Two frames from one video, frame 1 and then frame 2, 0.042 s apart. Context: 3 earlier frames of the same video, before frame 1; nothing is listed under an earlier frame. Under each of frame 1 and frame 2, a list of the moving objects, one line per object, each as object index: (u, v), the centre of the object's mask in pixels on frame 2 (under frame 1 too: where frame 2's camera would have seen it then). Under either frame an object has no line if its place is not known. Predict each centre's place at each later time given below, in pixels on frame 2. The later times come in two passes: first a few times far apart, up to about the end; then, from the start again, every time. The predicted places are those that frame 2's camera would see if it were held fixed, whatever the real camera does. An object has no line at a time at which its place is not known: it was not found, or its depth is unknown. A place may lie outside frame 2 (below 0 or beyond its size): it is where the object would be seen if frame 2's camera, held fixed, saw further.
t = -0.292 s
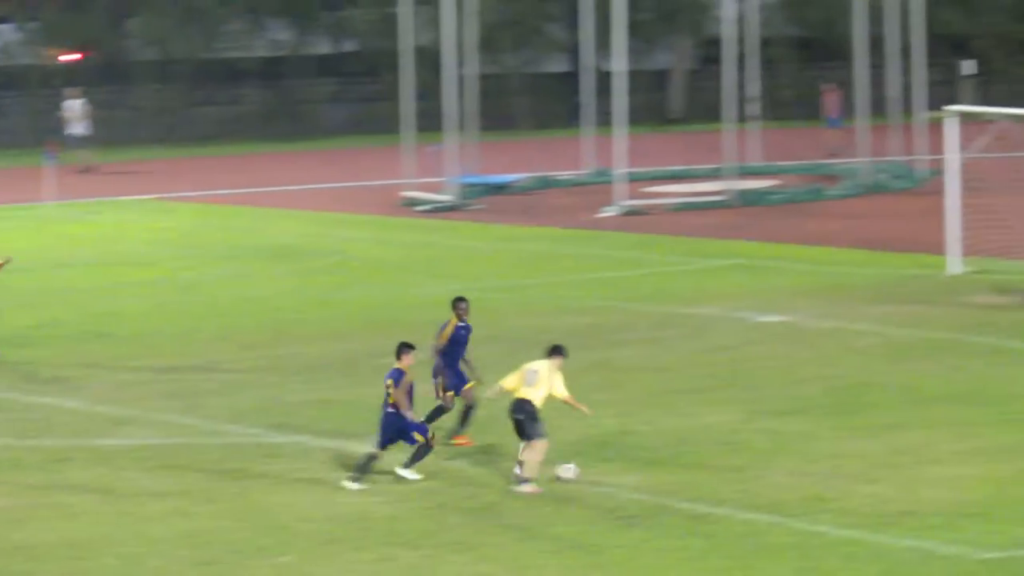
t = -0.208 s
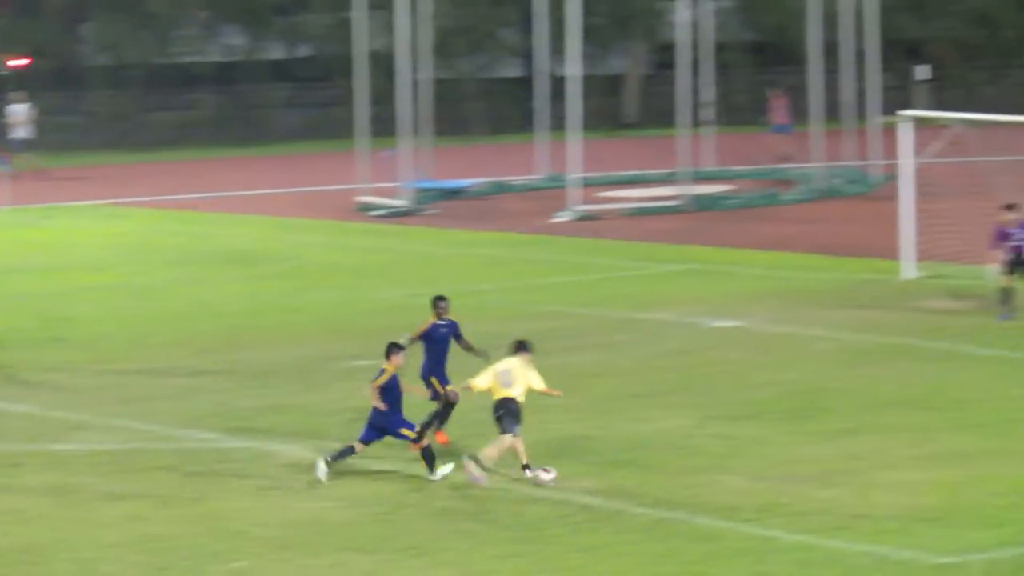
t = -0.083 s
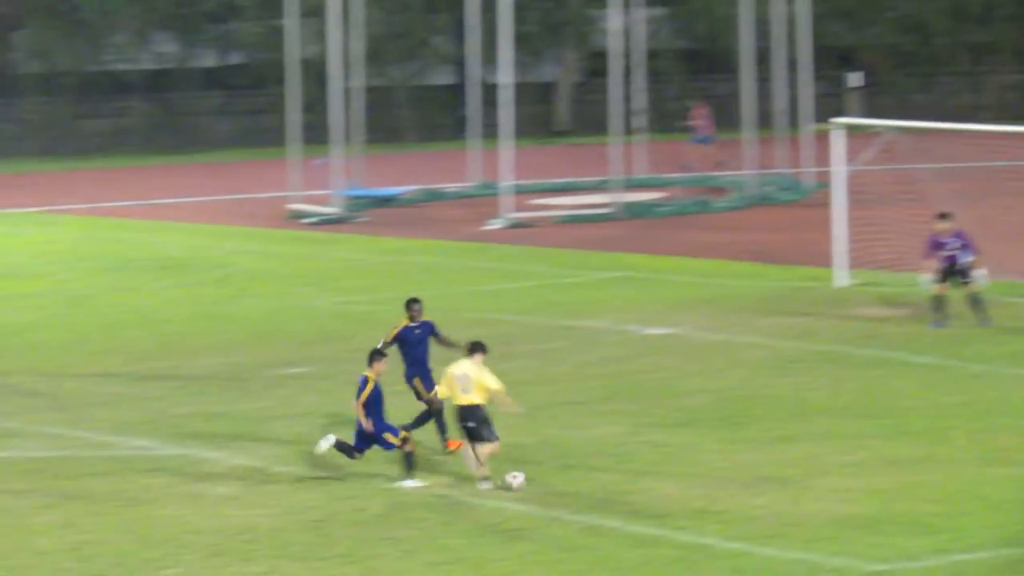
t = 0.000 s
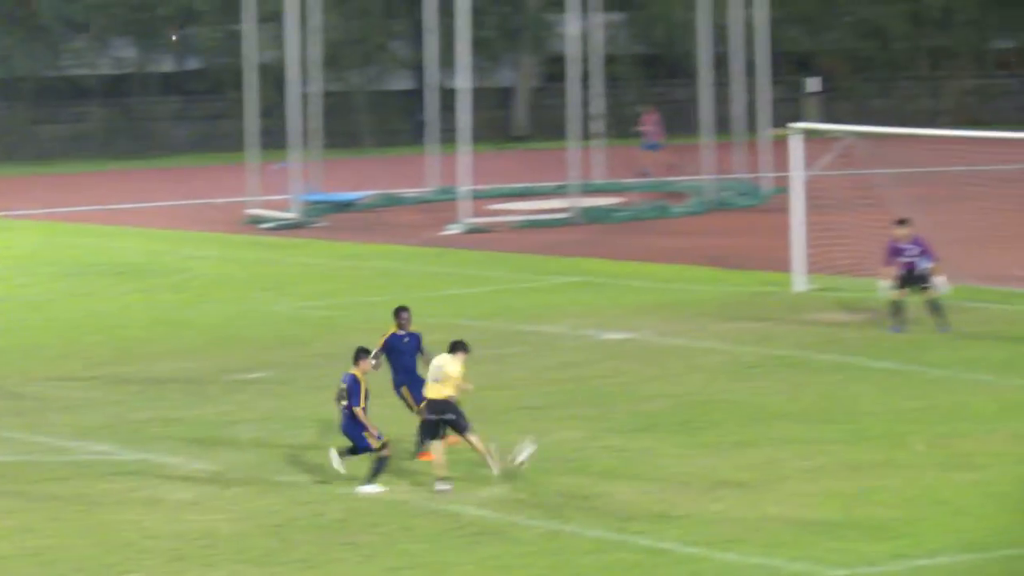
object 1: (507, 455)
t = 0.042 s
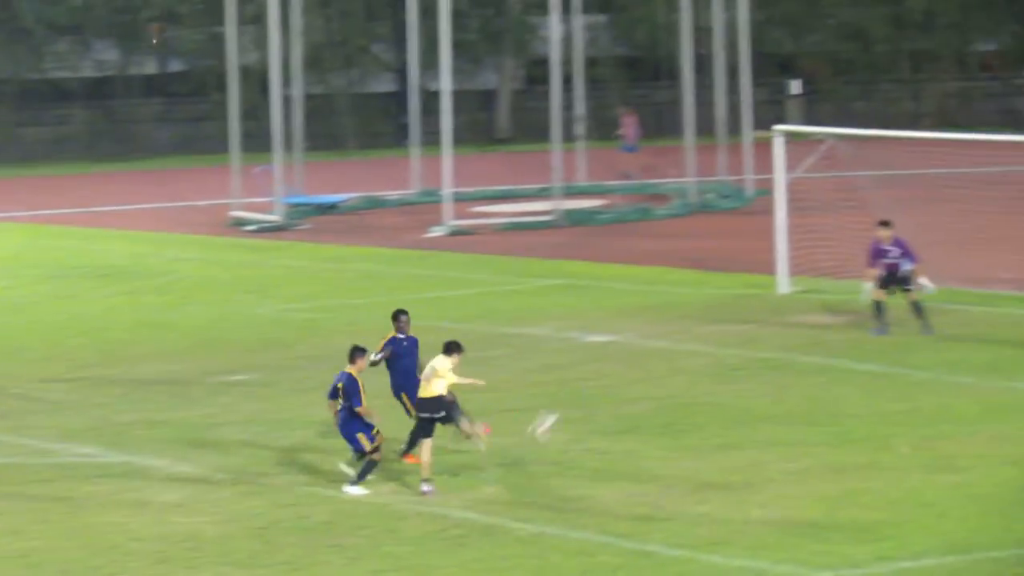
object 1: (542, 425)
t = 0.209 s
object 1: (675, 323)
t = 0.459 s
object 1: (842, 212)
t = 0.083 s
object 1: (578, 397)
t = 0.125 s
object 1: (612, 371)
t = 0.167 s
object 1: (643, 346)
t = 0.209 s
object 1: (675, 323)
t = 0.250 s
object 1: (704, 302)
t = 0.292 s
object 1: (733, 280)
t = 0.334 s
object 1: (762, 262)
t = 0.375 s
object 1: (792, 244)
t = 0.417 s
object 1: (816, 228)
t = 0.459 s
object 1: (842, 212)
